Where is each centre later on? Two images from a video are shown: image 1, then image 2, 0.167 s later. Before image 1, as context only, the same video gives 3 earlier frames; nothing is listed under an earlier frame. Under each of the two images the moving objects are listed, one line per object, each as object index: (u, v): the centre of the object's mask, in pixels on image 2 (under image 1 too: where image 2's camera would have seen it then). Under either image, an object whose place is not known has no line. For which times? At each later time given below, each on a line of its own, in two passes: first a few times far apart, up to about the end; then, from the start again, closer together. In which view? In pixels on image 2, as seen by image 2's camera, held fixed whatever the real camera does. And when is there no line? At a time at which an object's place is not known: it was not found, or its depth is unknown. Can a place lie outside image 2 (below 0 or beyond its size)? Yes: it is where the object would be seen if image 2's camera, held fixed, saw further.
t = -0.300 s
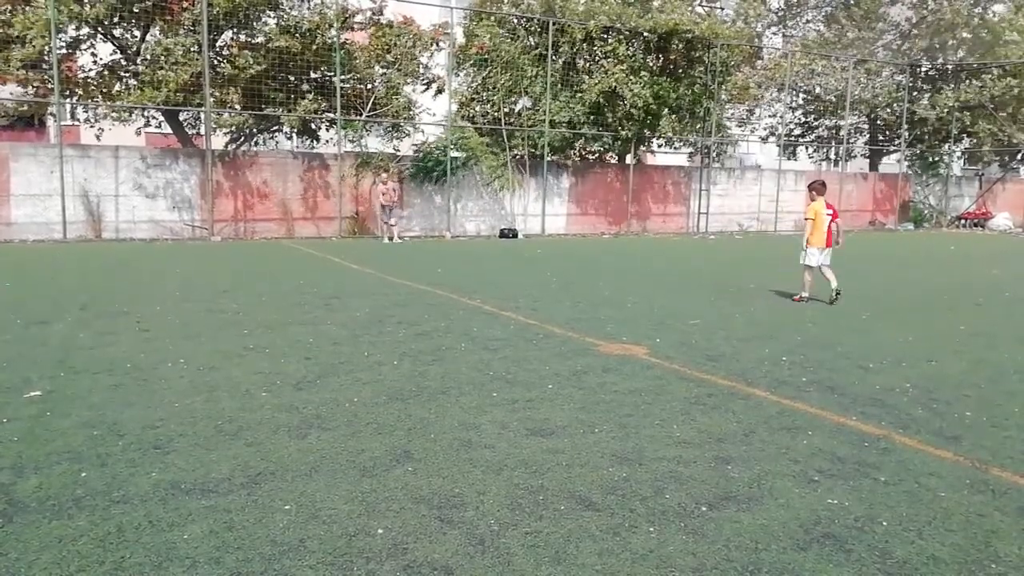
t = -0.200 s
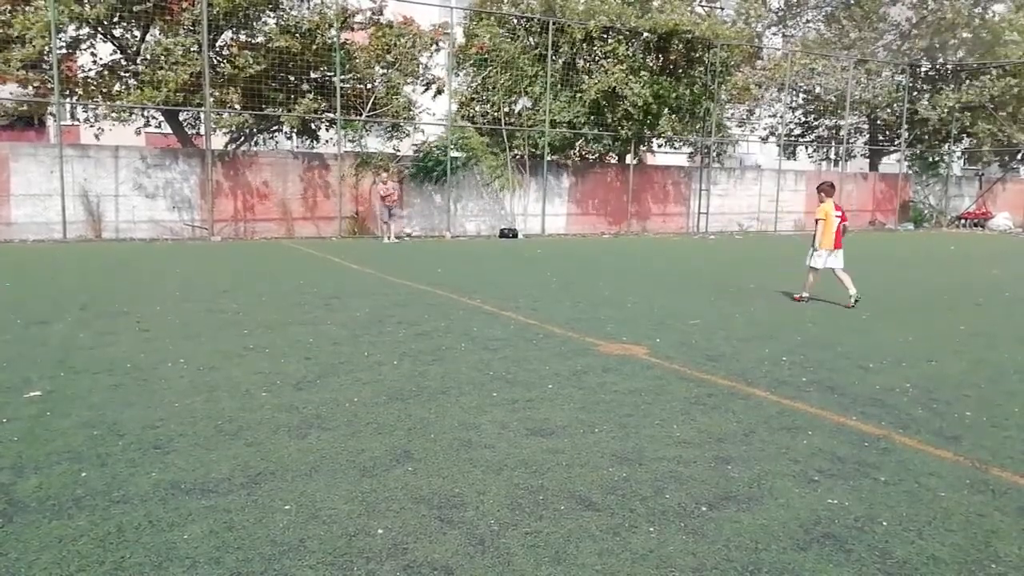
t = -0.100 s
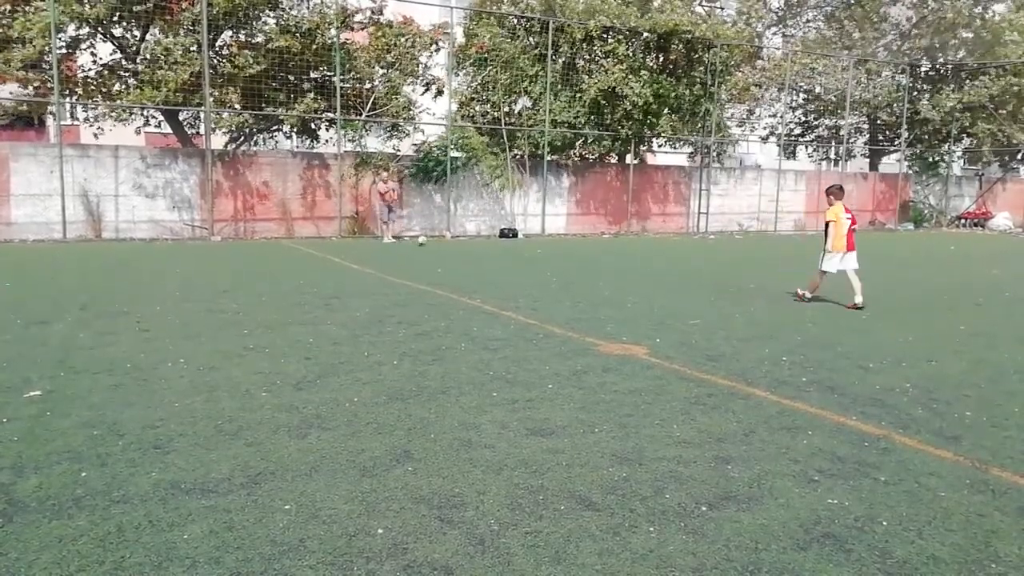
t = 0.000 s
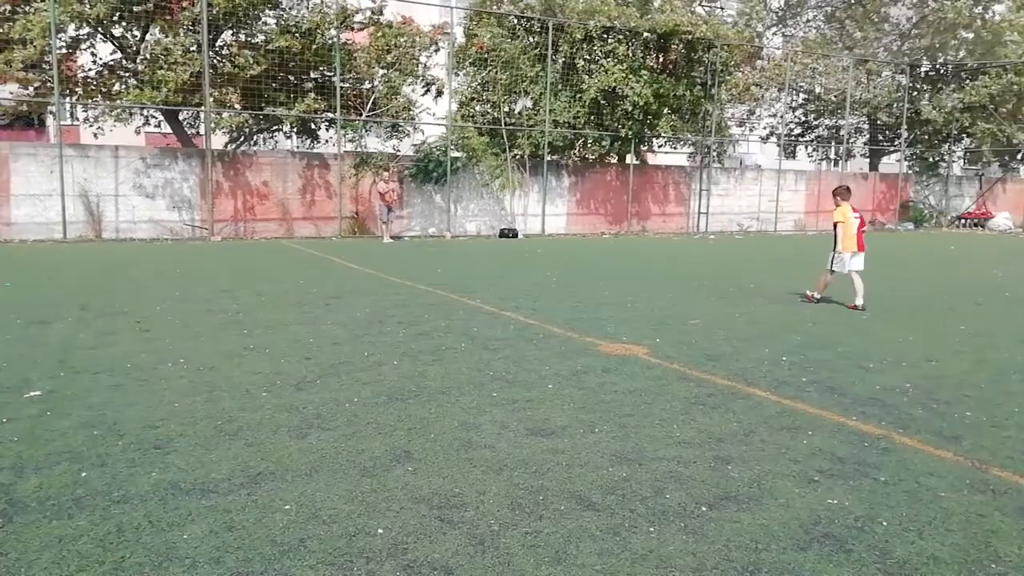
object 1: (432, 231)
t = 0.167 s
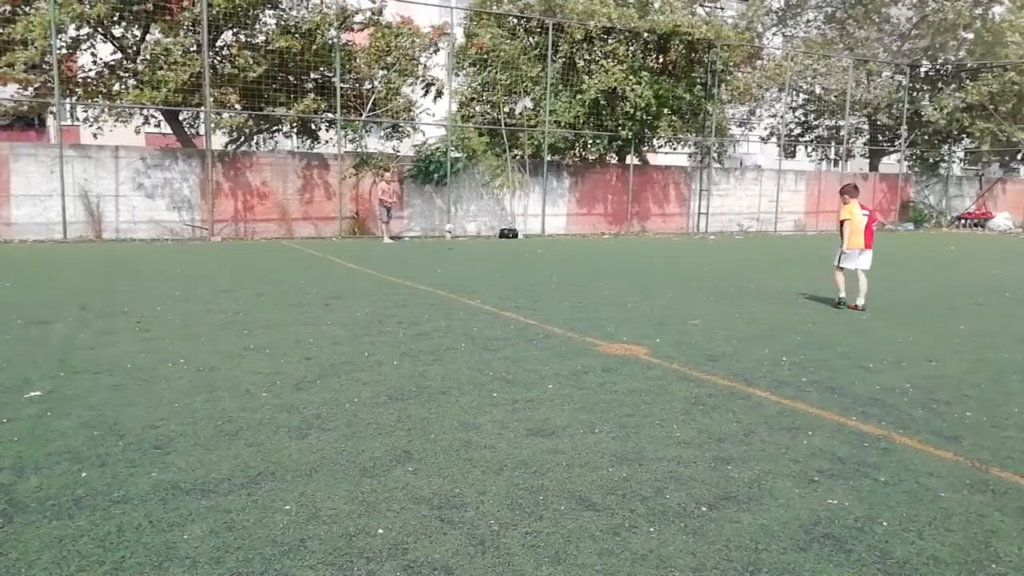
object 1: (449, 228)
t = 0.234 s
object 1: (456, 231)
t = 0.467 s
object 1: (480, 246)
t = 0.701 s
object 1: (507, 244)
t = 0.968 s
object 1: (541, 249)
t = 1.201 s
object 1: (572, 256)
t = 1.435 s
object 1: (604, 261)
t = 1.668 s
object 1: (640, 265)
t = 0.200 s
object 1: (452, 229)
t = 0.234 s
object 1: (456, 231)
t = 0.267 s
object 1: (458, 232)
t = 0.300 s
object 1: (463, 234)
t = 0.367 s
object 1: (469, 241)
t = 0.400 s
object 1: (473, 245)
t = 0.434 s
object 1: (477, 248)
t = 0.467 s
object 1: (480, 246)
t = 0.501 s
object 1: (484, 244)
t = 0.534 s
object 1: (488, 242)
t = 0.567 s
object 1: (492, 241)
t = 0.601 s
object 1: (495, 241)
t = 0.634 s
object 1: (500, 242)
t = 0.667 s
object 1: (504, 243)
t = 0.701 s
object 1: (507, 244)
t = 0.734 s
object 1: (512, 246)
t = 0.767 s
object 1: (515, 249)
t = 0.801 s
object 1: (519, 252)
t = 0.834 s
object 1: (523, 251)
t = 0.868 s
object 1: (528, 250)
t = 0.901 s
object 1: (532, 249)
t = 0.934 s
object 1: (536, 249)
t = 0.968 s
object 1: (541, 249)
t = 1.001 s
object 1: (545, 250)
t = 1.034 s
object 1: (549, 253)
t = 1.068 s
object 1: (554, 255)
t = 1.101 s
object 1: (558, 257)
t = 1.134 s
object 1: (562, 256)
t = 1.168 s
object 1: (567, 255)
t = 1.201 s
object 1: (572, 256)
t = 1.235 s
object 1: (576, 256)
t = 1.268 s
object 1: (581, 258)
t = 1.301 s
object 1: (586, 259)
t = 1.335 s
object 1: (590, 260)
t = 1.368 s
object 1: (595, 259)
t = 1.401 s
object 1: (600, 260)
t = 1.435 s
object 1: (604, 261)
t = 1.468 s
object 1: (609, 262)
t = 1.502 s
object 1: (615, 262)
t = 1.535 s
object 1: (620, 262)
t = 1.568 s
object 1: (624, 263)
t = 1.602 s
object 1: (630, 264)
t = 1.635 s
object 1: (634, 265)
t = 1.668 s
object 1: (640, 265)
